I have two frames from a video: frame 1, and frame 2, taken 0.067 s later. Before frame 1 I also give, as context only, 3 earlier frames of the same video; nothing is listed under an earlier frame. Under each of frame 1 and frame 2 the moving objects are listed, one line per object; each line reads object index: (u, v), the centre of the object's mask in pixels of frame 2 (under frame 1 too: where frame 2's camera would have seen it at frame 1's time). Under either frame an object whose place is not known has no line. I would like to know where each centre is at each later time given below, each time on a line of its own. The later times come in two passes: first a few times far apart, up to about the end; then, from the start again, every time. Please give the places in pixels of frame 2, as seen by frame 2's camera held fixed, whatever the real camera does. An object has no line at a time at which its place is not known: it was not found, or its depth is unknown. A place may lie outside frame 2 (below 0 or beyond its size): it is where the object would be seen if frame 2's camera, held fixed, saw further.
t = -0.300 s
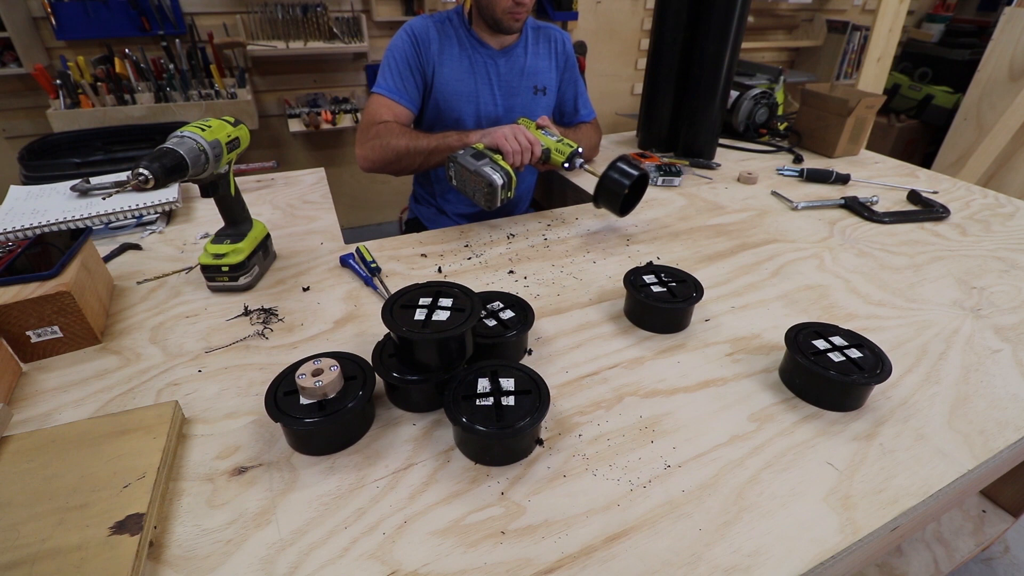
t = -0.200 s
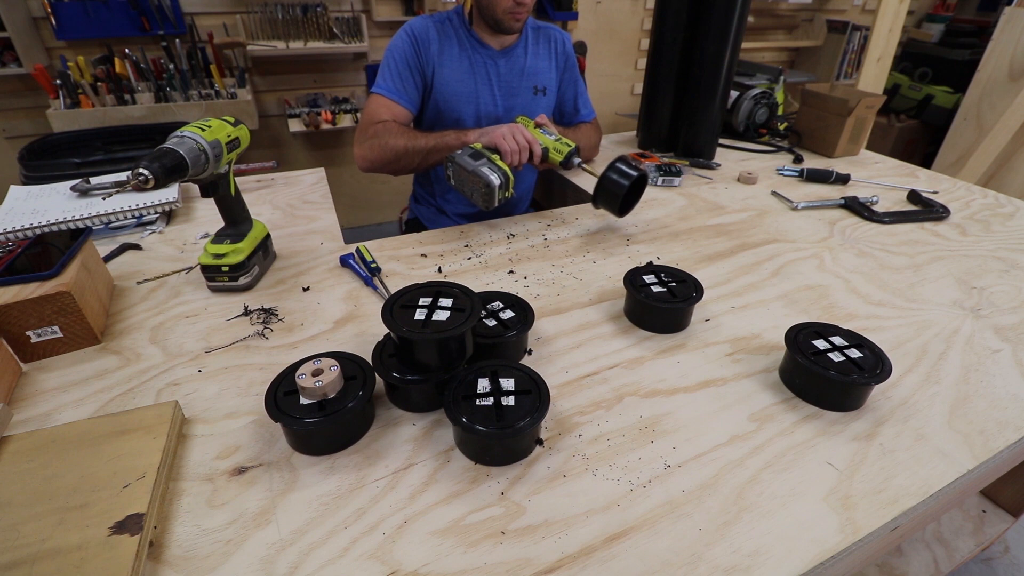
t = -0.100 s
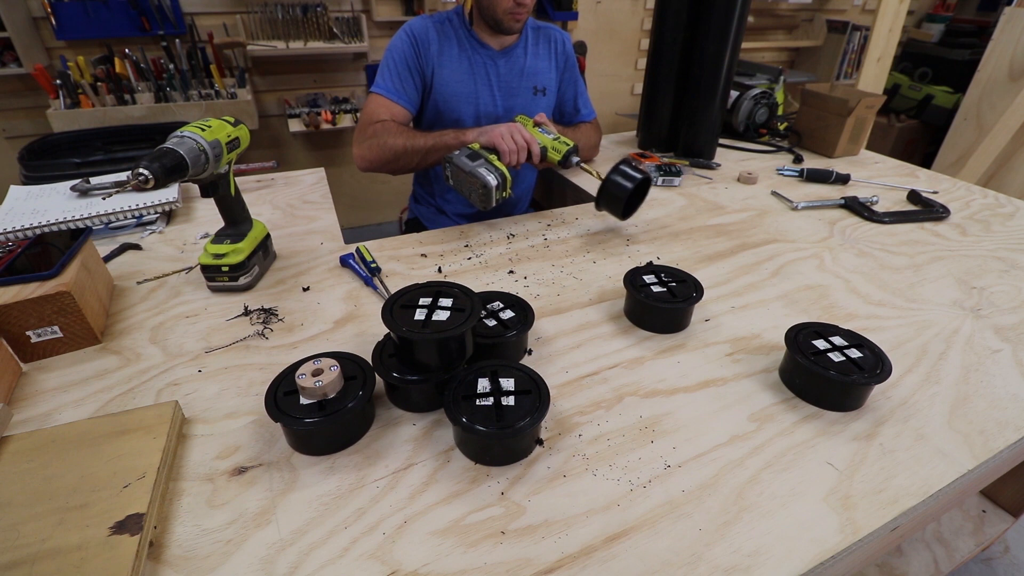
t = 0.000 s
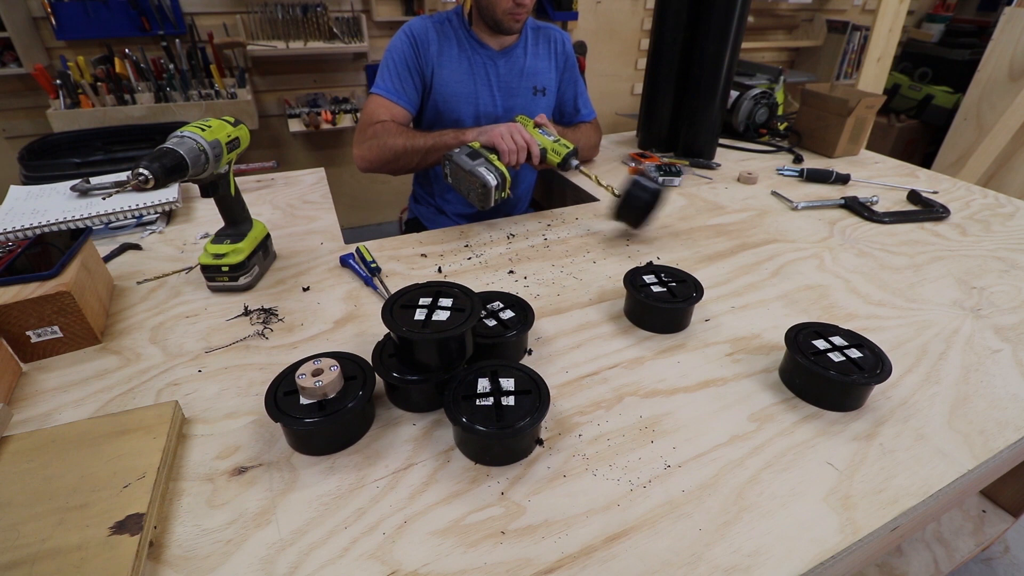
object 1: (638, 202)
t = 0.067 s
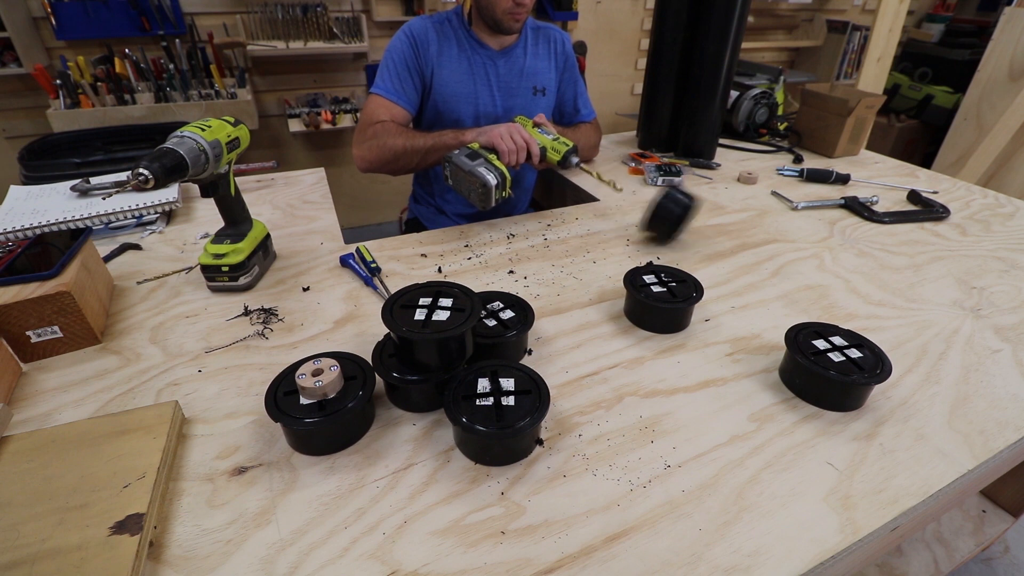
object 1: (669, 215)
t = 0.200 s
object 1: (730, 226)
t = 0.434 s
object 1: (826, 258)
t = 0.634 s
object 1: (898, 303)
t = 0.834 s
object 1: (966, 385)
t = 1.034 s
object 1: (987, 531)
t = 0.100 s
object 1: (685, 214)
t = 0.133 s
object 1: (700, 219)
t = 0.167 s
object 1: (715, 222)
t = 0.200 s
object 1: (730, 226)
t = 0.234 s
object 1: (745, 228)
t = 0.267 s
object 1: (759, 234)
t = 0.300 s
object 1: (773, 237)
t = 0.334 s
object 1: (788, 239)
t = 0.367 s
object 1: (802, 246)
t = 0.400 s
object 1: (815, 251)
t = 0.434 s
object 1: (826, 258)
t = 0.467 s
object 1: (839, 264)
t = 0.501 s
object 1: (852, 269)
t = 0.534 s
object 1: (863, 278)
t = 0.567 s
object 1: (876, 286)
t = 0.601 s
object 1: (886, 294)
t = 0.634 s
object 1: (898, 303)
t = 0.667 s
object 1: (910, 313)
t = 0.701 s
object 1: (920, 325)
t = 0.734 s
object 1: (929, 338)
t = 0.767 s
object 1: (940, 352)
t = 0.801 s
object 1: (953, 367)
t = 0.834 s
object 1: (966, 385)
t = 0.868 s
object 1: (975, 403)
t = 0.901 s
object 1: (980, 428)
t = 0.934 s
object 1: (983, 451)
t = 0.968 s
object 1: (986, 479)
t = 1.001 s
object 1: (989, 507)
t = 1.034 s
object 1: (987, 531)
